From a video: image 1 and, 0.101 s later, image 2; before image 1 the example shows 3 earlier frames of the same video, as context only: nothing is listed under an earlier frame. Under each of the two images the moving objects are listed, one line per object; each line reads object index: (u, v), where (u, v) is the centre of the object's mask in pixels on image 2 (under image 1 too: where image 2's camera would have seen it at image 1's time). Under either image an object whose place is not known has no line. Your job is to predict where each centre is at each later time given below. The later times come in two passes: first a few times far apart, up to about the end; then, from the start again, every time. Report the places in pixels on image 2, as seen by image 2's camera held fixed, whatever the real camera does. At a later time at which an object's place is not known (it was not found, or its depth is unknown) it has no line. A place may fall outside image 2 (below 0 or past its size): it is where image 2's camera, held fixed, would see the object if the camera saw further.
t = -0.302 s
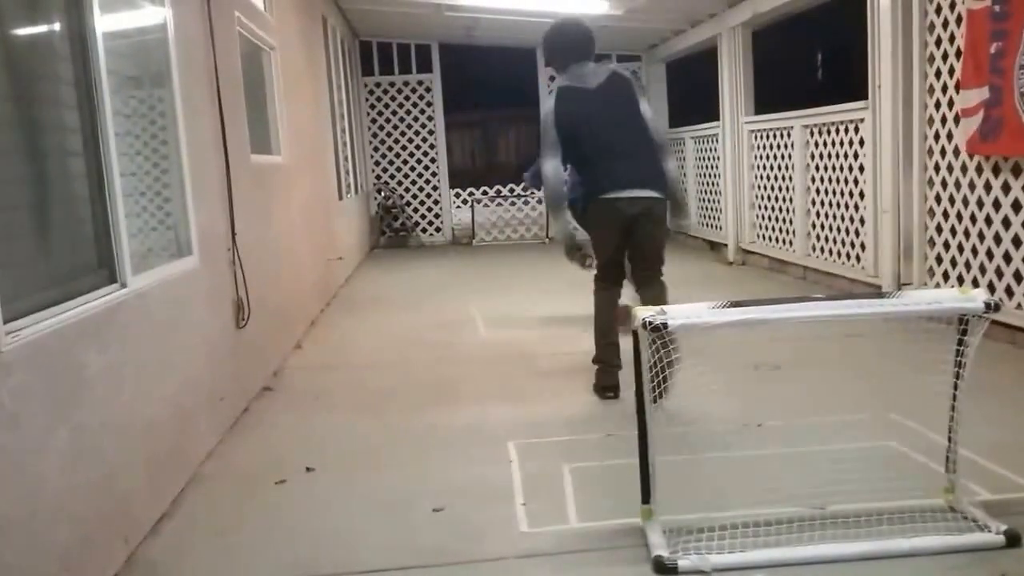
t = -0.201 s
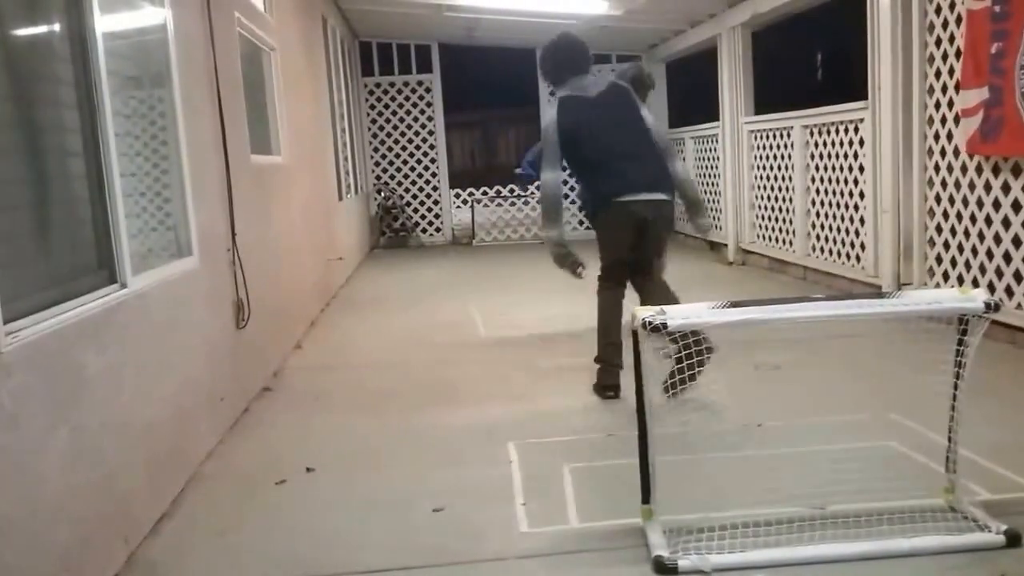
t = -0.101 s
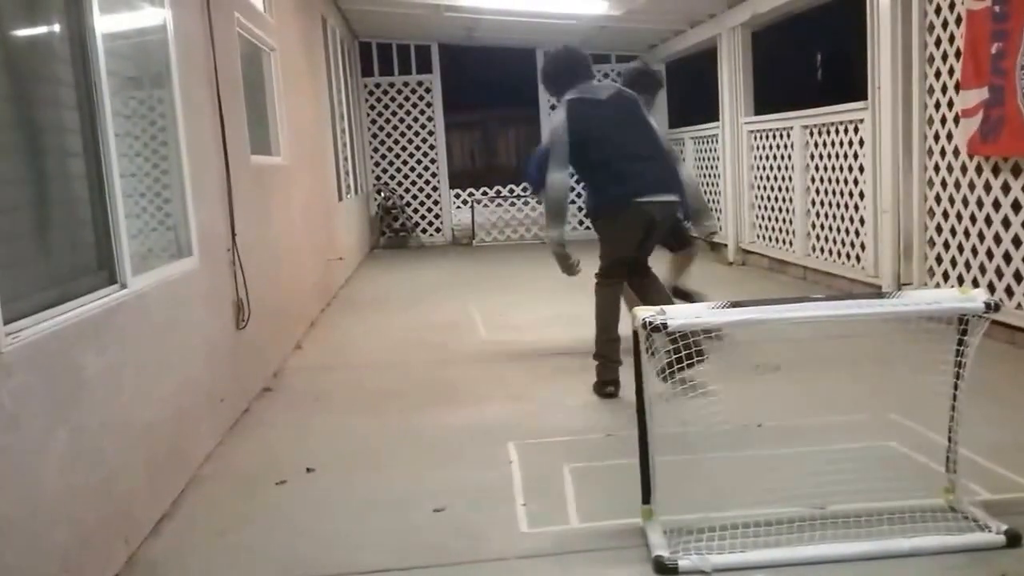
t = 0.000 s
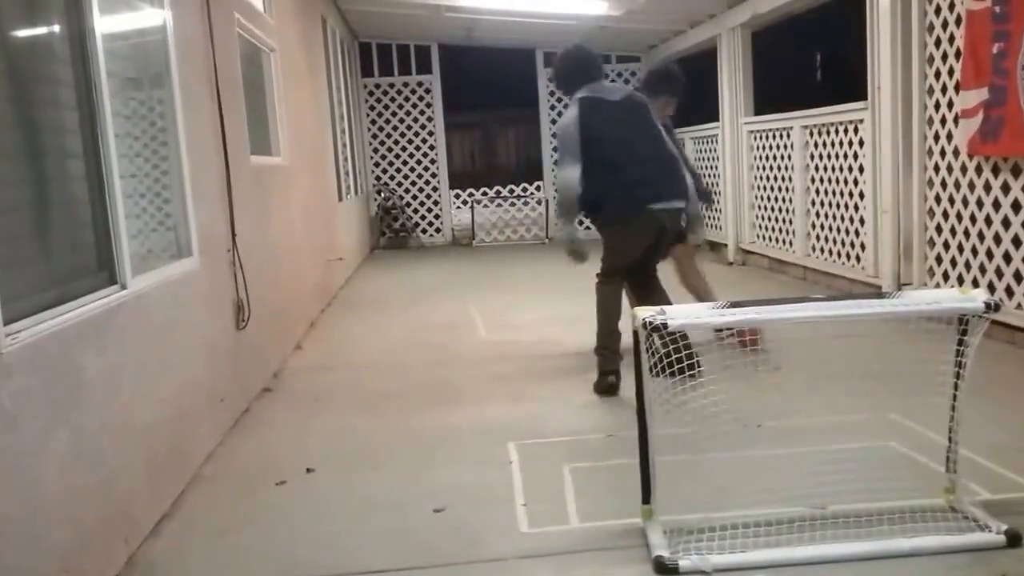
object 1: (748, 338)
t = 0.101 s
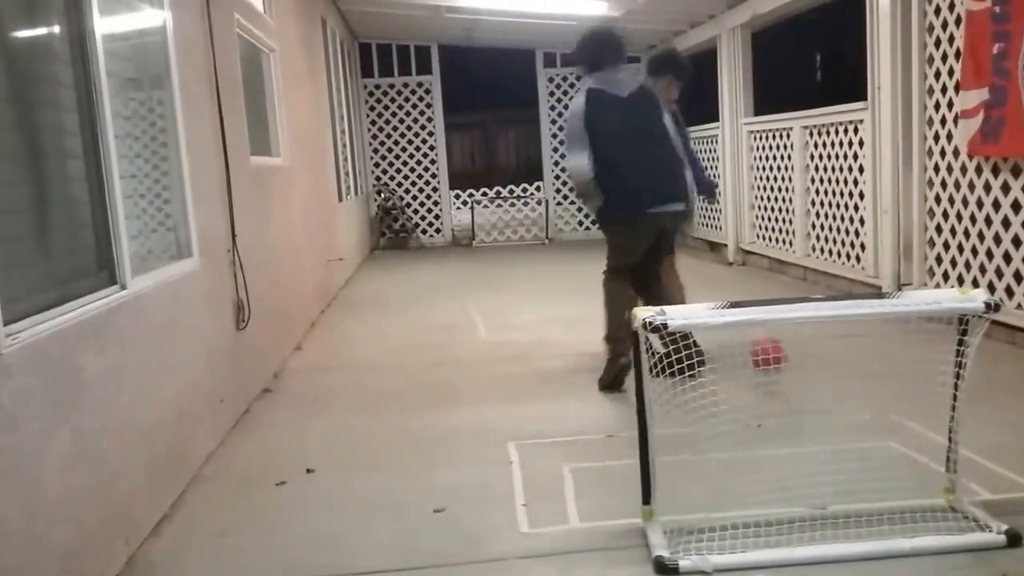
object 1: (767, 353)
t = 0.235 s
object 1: (815, 474)
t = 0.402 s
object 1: (789, 412)
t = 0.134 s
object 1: (776, 372)
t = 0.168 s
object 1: (787, 404)
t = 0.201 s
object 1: (801, 439)
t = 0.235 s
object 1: (815, 474)
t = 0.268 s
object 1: (828, 483)
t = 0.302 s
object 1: (842, 499)
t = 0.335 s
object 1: (833, 477)
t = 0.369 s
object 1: (811, 440)
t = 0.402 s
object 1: (789, 412)
